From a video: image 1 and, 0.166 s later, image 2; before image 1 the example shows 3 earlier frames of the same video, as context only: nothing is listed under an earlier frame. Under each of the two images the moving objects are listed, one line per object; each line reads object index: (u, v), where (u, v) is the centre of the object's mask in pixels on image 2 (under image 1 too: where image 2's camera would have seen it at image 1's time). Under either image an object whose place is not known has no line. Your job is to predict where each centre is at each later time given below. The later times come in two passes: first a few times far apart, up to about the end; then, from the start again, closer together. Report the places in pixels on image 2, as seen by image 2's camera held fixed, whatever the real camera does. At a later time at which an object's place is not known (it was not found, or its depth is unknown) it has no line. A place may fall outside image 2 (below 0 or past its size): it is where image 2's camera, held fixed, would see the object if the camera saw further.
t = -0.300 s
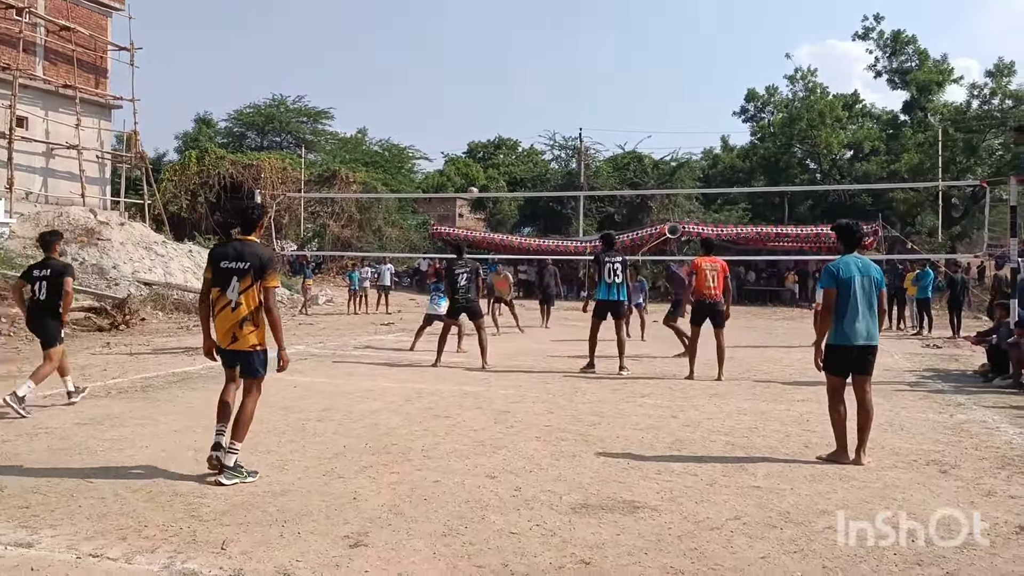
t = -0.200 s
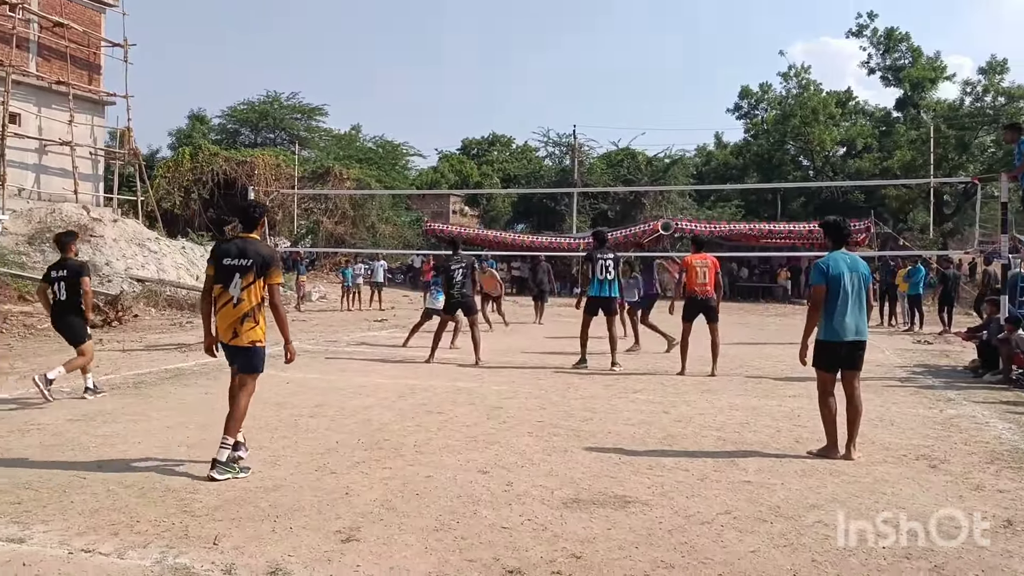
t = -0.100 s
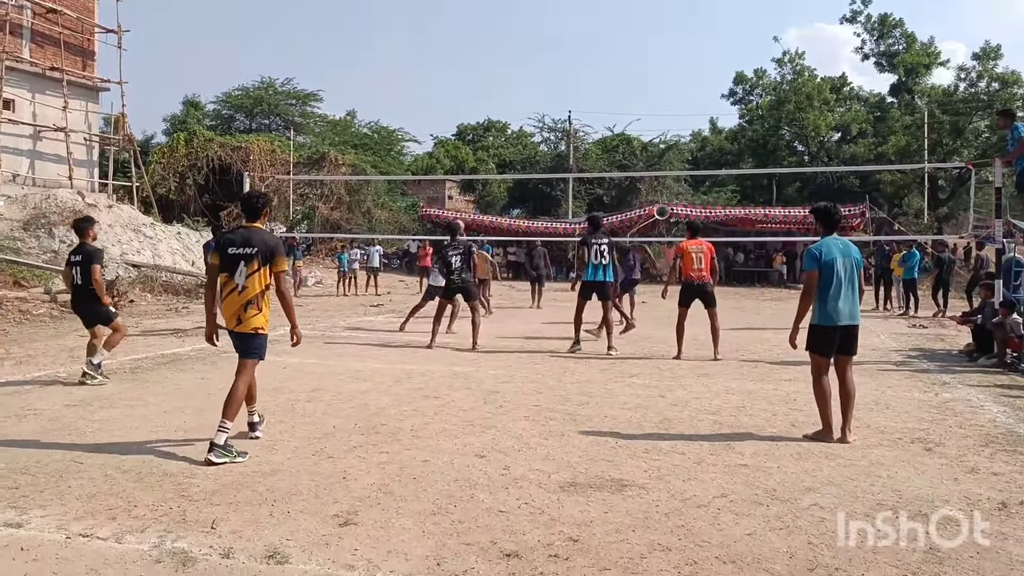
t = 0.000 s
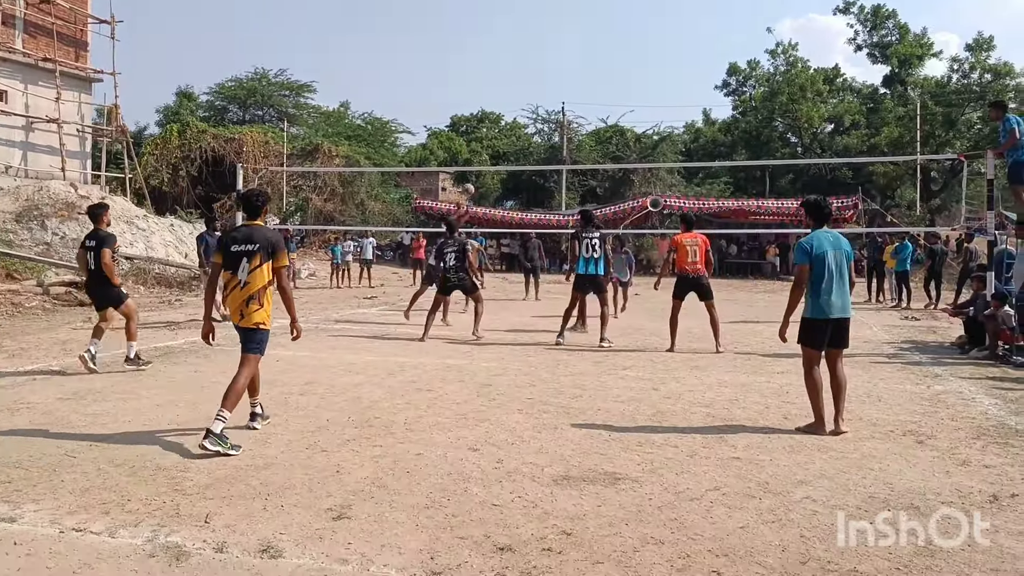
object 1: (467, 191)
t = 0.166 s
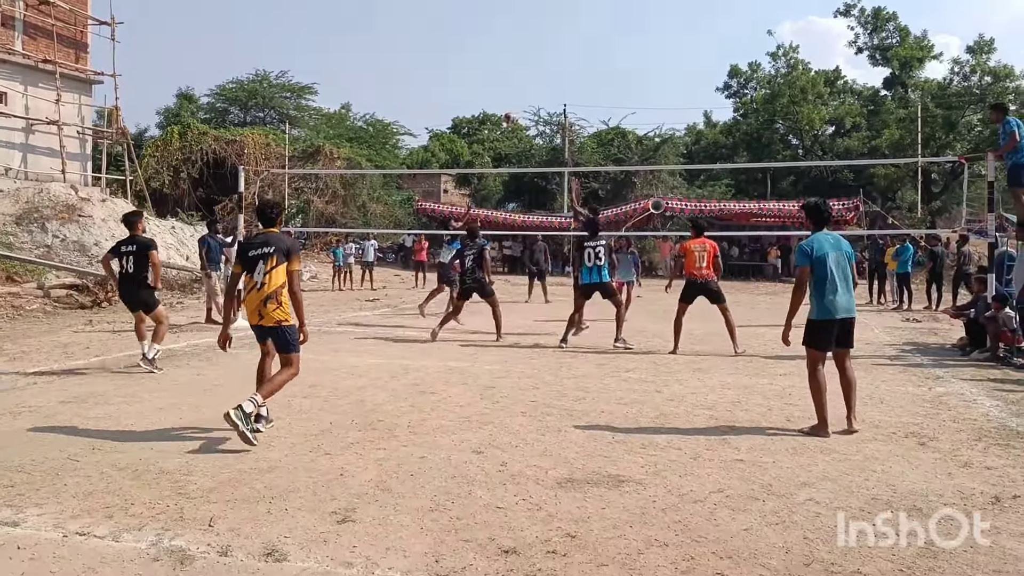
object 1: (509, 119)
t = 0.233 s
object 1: (526, 94)
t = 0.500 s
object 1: (591, 21)
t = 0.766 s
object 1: (654, -5)
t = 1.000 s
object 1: (706, 9)
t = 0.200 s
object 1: (517, 106)
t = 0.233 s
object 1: (526, 94)
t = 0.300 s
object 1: (542, 71)
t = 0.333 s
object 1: (551, 61)
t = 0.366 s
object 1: (559, 51)
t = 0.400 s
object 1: (568, 42)
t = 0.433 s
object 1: (576, 34)
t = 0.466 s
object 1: (584, 27)
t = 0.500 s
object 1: (591, 21)
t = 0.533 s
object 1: (599, 15)
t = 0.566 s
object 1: (607, 10)
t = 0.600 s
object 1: (614, 6)
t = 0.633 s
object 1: (622, 2)
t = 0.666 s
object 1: (630, -1)
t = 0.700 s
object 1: (638, -3)
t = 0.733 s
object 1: (646, -5)
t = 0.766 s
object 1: (654, -5)
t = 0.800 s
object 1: (661, -5)
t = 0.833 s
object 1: (669, -4)
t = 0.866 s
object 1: (676, -3)
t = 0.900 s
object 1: (684, -1)
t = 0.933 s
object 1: (691, 2)
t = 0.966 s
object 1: (698, 5)
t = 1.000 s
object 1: (706, 9)
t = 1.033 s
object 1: (713, 14)
